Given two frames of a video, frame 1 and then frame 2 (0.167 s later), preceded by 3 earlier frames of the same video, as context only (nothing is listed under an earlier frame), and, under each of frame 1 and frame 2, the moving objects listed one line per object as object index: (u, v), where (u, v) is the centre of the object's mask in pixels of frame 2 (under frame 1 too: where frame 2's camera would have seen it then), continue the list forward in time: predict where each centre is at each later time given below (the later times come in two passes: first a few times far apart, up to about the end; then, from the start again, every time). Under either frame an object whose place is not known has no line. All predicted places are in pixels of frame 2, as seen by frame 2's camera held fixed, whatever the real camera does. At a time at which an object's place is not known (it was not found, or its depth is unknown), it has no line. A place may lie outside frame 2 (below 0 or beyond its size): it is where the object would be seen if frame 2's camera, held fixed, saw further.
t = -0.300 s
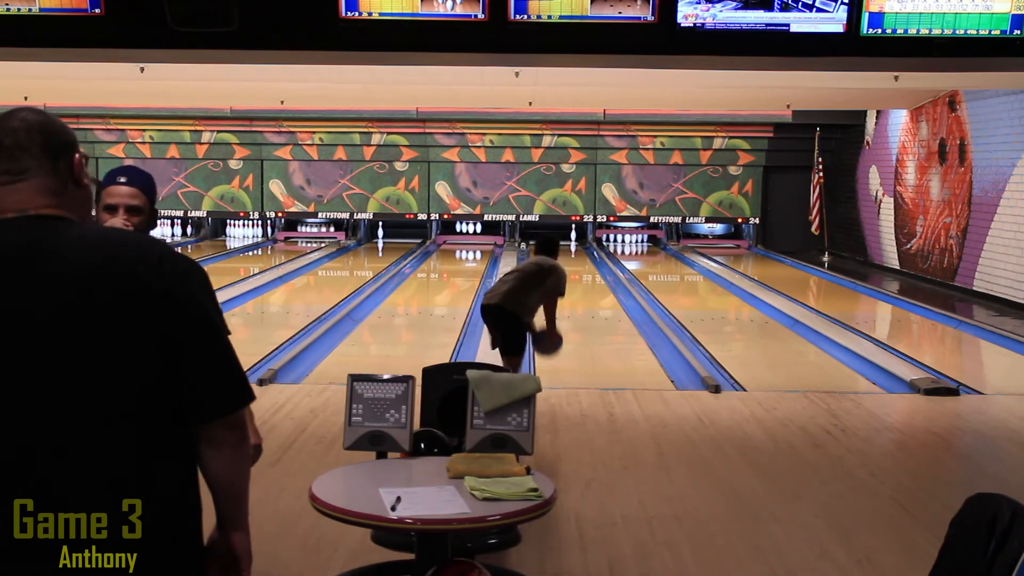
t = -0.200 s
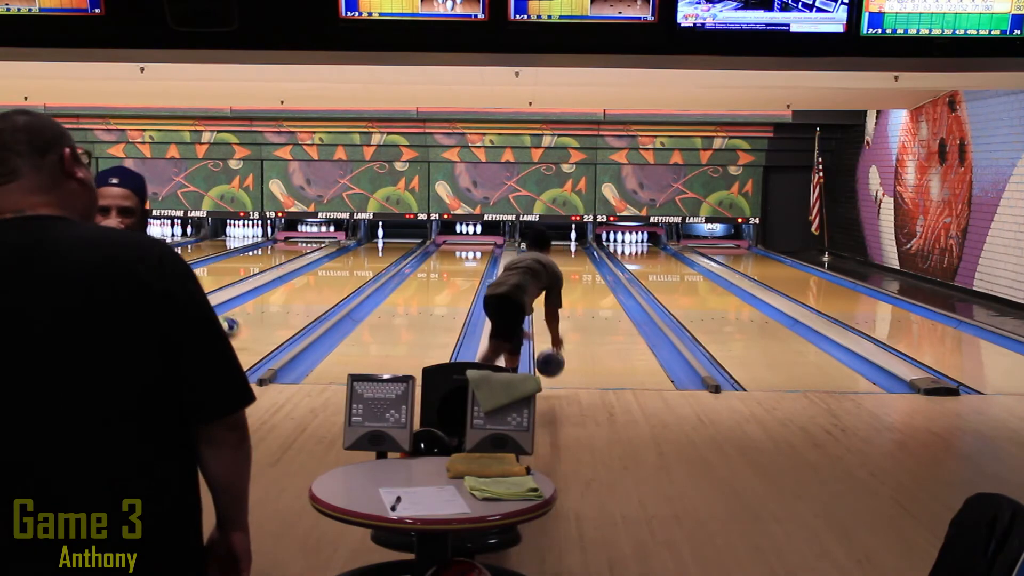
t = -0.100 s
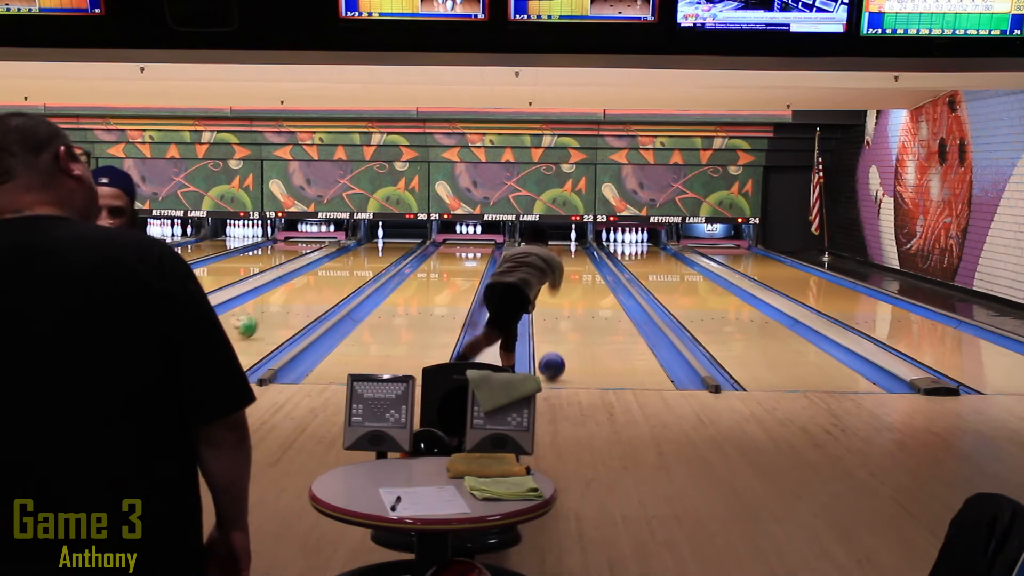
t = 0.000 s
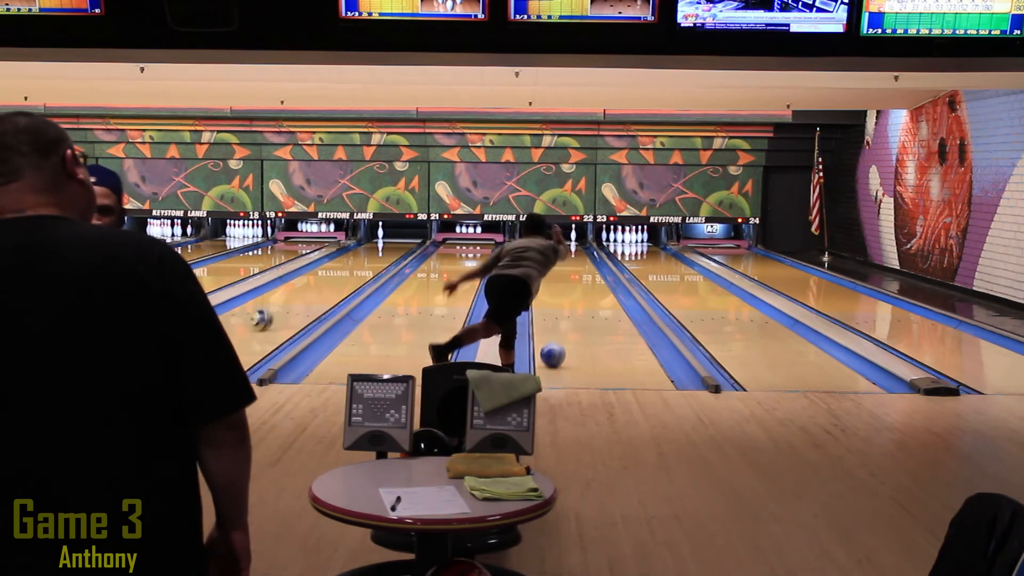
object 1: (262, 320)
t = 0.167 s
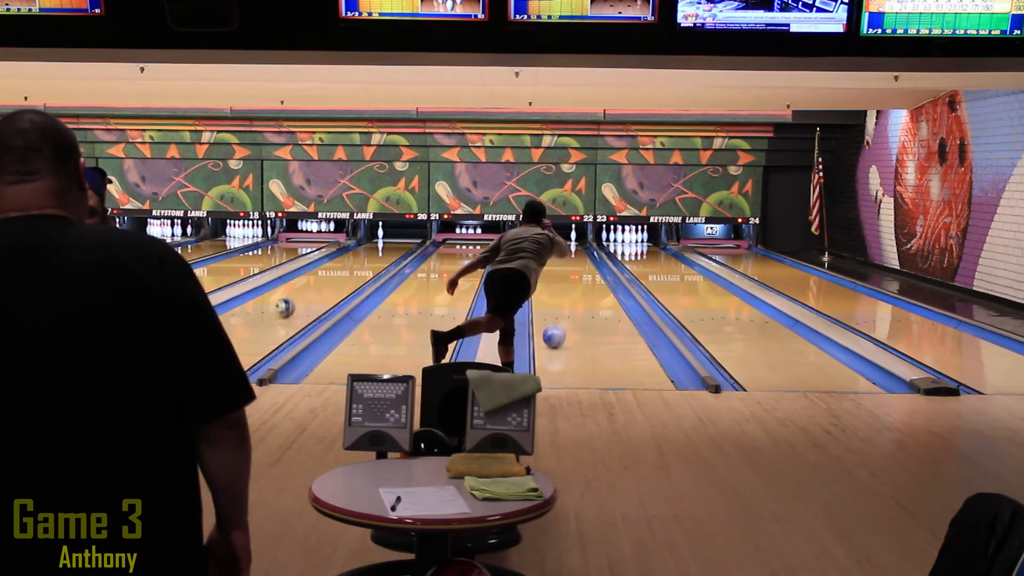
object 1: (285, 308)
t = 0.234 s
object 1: (293, 304)
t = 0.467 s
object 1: (318, 290)
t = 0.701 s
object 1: (338, 279)
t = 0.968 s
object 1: (356, 269)
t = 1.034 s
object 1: (360, 268)
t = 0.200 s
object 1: (289, 306)
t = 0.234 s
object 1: (293, 304)
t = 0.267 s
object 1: (297, 302)
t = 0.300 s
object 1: (301, 300)
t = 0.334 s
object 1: (304, 298)
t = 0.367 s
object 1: (308, 296)
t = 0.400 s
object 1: (311, 294)
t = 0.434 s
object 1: (315, 292)
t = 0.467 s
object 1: (318, 290)
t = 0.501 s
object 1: (321, 289)
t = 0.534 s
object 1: (324, 287)
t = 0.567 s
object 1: (327, 285)
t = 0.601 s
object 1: (330, 284)
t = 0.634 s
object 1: (333, 283)
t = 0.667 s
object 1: (335, 281)
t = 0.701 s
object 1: (338, 279)
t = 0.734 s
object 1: (341, 278)
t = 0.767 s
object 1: (343, 277)
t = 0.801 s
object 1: (345, 275)
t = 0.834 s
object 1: (348, 274)
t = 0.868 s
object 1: (350, 273)
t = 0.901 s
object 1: (352, 272)
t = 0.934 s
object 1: (354, 270)
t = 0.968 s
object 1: (356, 269)
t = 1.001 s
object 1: (358, 268)
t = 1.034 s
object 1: (360, 268)
